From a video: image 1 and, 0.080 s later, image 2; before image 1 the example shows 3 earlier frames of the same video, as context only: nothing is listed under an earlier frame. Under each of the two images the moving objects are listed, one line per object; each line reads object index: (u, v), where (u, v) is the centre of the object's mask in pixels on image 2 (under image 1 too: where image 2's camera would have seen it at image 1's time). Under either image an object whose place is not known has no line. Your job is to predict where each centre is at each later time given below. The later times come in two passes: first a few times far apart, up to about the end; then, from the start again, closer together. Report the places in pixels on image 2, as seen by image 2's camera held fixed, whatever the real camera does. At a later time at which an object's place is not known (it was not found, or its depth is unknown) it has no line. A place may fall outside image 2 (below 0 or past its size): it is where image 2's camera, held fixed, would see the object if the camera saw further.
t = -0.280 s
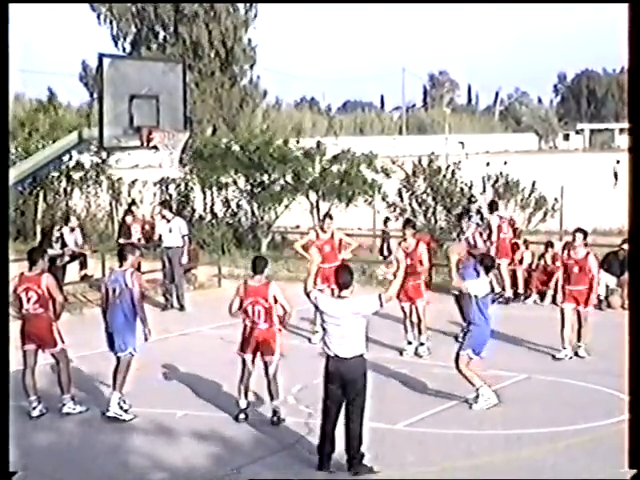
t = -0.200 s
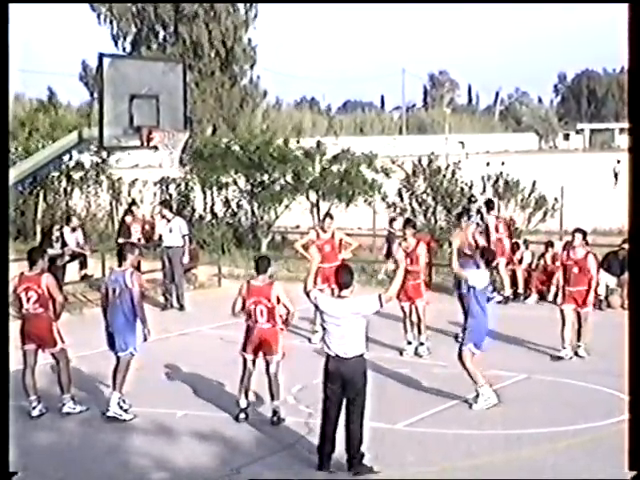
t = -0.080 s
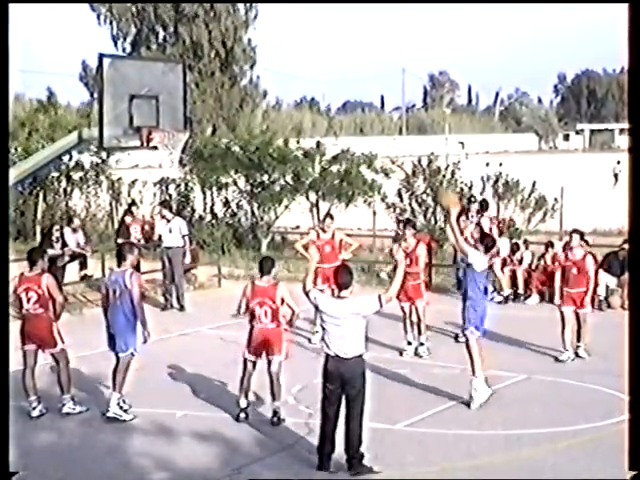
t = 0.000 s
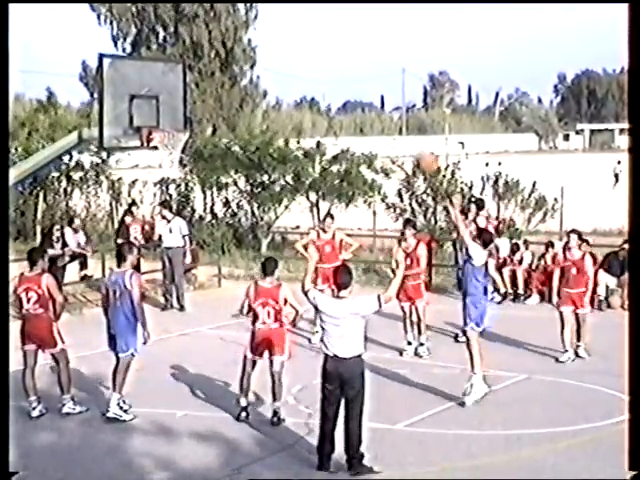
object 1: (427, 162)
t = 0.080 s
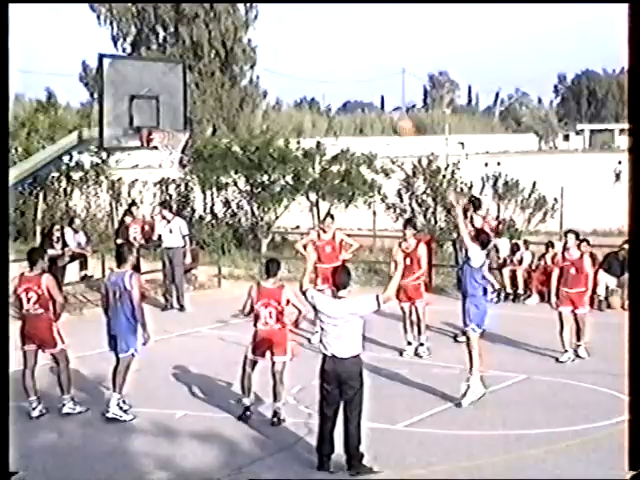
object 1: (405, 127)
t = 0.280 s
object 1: (347, 68)
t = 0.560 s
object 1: (276, 46)
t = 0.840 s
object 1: (213, 86)
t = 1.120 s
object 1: (168, 121)
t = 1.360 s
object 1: (159, 103)
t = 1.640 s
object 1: (171, 126)
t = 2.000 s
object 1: (168, 164)
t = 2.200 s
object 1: (169, 198)
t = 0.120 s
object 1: (393, 115)
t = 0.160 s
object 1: (380, 99)
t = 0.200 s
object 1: (368, 87)
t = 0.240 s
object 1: (358, 77)
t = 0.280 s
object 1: (347, 68)
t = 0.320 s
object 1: (336, 61)
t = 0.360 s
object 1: (326, 55)
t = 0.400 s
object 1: (316, 50)
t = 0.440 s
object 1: (306, 48)
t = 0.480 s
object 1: (295, 46)
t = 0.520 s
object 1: (286, 45)
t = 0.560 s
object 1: (276, 46)
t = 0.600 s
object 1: (267, 48)
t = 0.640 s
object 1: (254, 52)
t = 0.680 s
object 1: (248, 56)
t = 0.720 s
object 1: (240, 62)
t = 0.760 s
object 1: (231, 68)
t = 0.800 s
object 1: (223, 77)
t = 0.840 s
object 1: (213, 86)
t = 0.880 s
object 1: (205, 97)
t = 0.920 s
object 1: (196, 109)
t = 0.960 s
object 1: (188, 120)
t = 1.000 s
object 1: (184, 121)
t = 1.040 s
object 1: (179, 121)
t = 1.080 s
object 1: (174, 120)
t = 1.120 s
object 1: (168, 121)
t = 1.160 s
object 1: (166, 121)
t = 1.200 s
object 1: (160, 113)
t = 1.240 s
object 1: (157, 110)
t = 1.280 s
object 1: (156, 108)
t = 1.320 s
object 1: (157, 104)
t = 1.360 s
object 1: (159, 103)
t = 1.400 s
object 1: (160, 103)
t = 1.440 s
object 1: (161, 103)
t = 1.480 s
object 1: (163, 105)
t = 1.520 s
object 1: (165, 109)
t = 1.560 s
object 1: (167, 113)
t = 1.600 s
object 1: (168, 119)
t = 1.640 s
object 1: (171, 126)
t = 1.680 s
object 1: (171, 127)
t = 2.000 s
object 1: (168, 164)
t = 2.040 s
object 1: (167, 168)
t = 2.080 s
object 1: (169, 174)
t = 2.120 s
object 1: (168, 180)
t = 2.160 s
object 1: (168, 187)
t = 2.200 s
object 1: (169, 198)
